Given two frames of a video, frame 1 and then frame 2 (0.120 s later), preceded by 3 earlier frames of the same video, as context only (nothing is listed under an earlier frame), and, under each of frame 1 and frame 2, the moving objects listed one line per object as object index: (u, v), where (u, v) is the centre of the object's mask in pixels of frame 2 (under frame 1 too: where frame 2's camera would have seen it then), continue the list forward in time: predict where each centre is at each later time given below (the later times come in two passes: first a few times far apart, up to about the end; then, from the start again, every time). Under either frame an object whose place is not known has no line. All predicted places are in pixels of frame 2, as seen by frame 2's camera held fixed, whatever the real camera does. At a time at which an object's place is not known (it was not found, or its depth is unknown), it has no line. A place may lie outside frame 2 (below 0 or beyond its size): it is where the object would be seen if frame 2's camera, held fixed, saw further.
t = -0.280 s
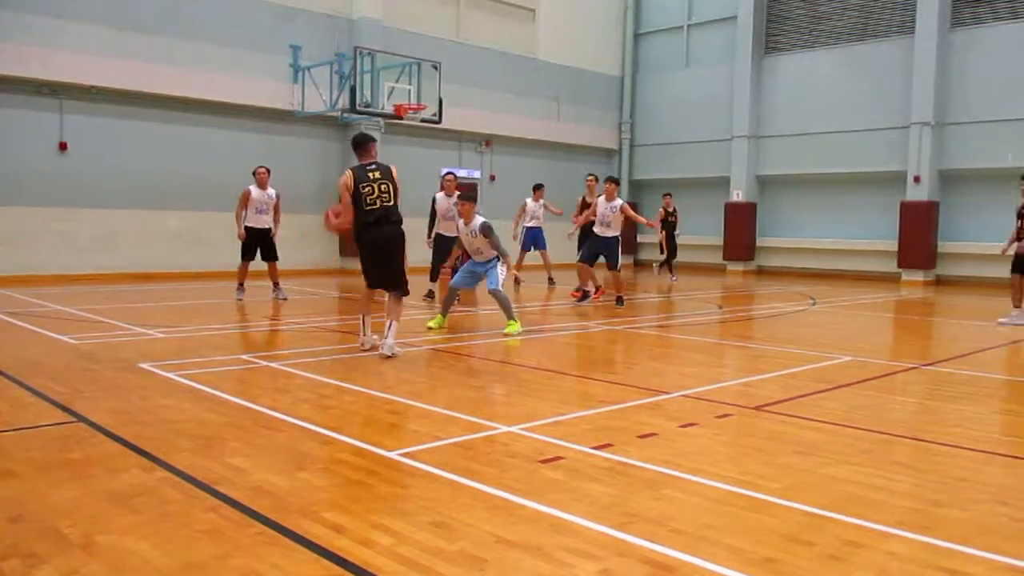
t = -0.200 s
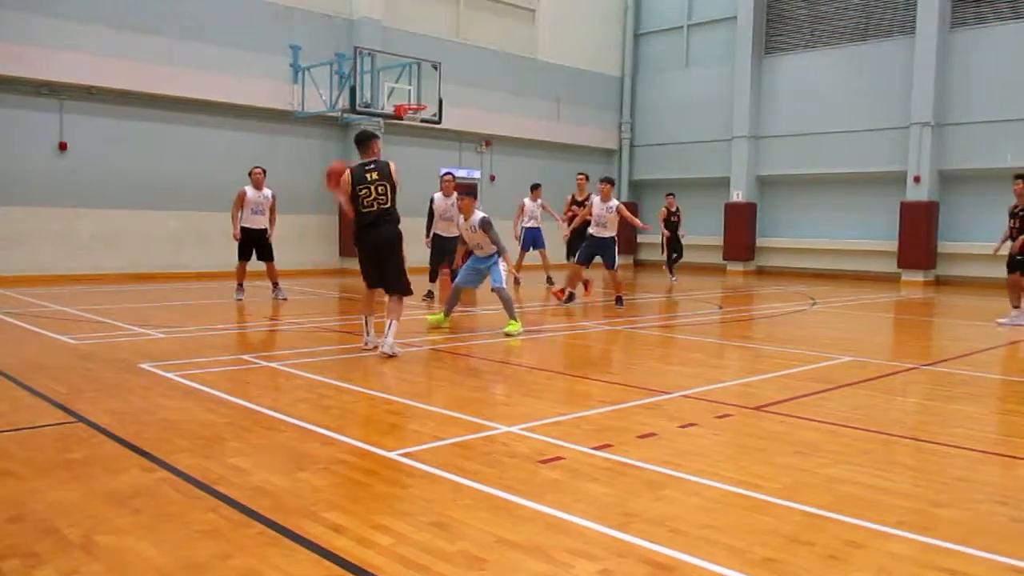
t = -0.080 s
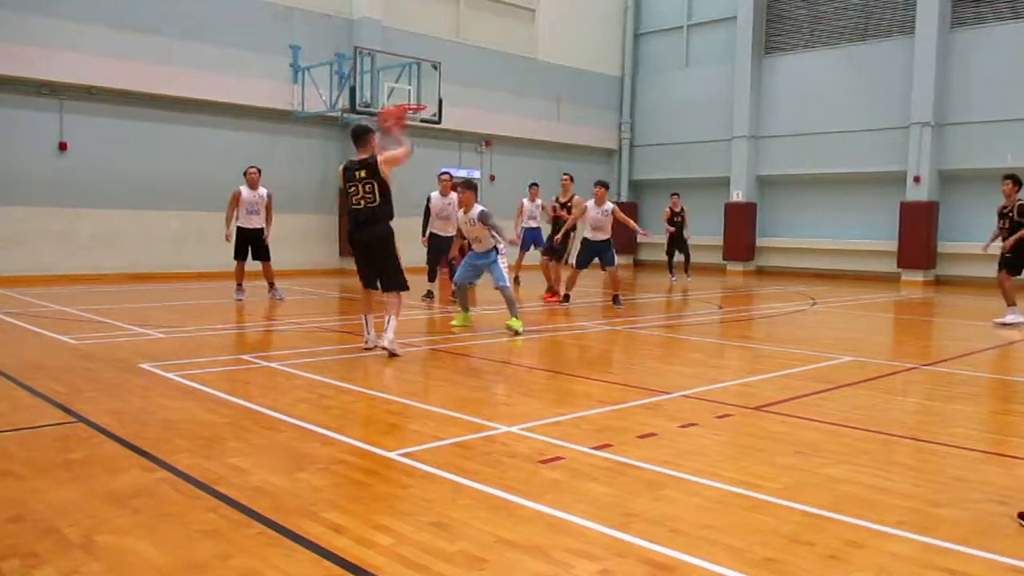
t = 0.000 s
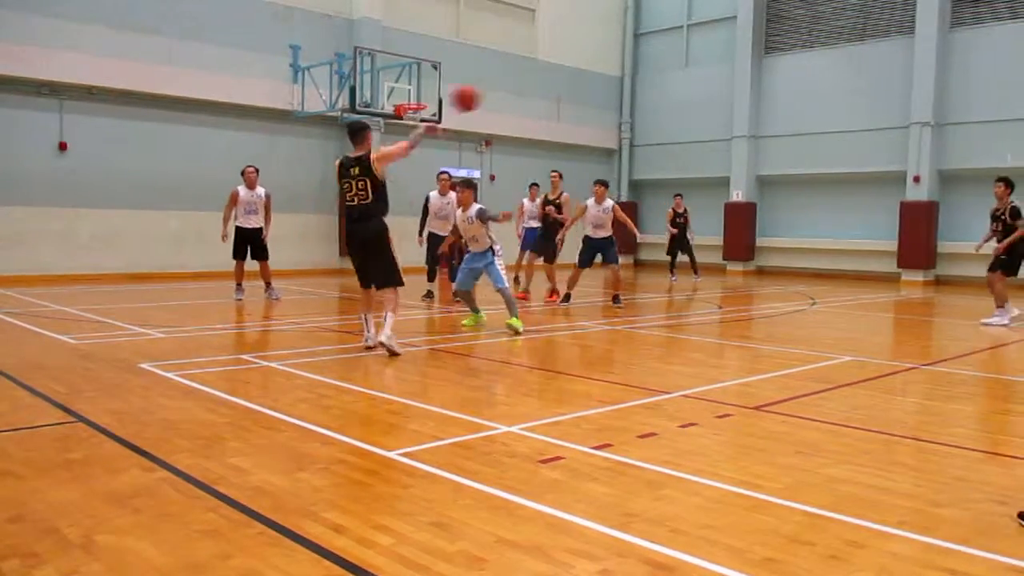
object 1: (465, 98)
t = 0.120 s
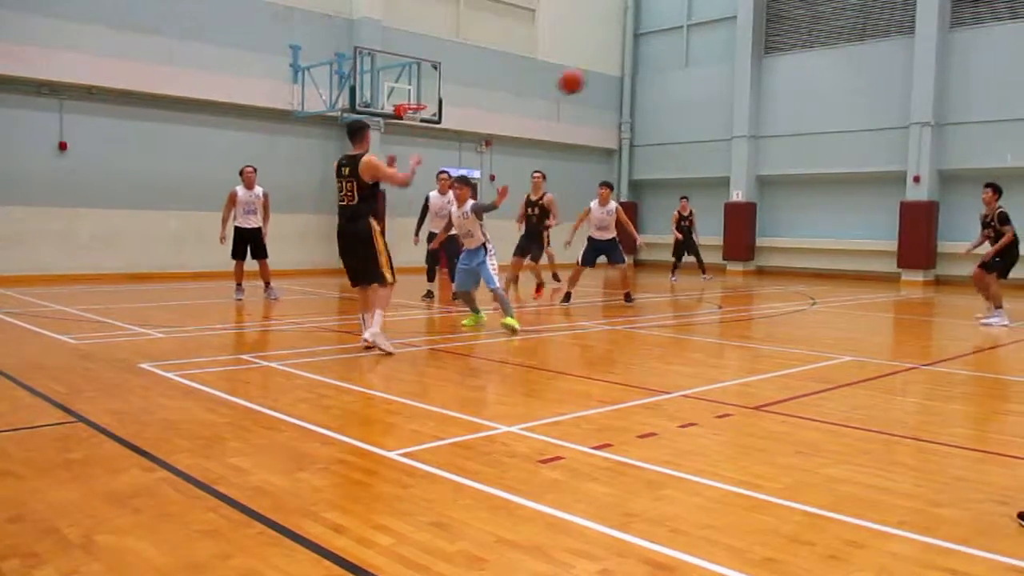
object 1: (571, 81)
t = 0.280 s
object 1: (691, 81)
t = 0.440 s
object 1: (792, 105)
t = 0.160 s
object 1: (603, 80)
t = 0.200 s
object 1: (634, 78)
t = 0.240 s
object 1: (663, 80)
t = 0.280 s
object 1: (691, 81)
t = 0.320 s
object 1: (718, 87)
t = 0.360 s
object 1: (743, 91)
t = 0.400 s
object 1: (768, 98)
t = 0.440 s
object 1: (792, 105)
